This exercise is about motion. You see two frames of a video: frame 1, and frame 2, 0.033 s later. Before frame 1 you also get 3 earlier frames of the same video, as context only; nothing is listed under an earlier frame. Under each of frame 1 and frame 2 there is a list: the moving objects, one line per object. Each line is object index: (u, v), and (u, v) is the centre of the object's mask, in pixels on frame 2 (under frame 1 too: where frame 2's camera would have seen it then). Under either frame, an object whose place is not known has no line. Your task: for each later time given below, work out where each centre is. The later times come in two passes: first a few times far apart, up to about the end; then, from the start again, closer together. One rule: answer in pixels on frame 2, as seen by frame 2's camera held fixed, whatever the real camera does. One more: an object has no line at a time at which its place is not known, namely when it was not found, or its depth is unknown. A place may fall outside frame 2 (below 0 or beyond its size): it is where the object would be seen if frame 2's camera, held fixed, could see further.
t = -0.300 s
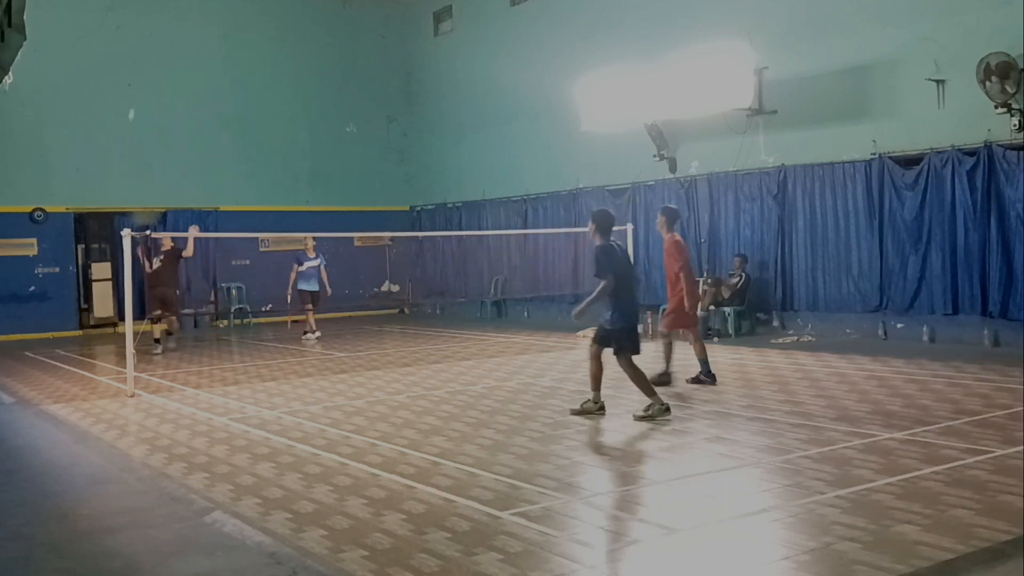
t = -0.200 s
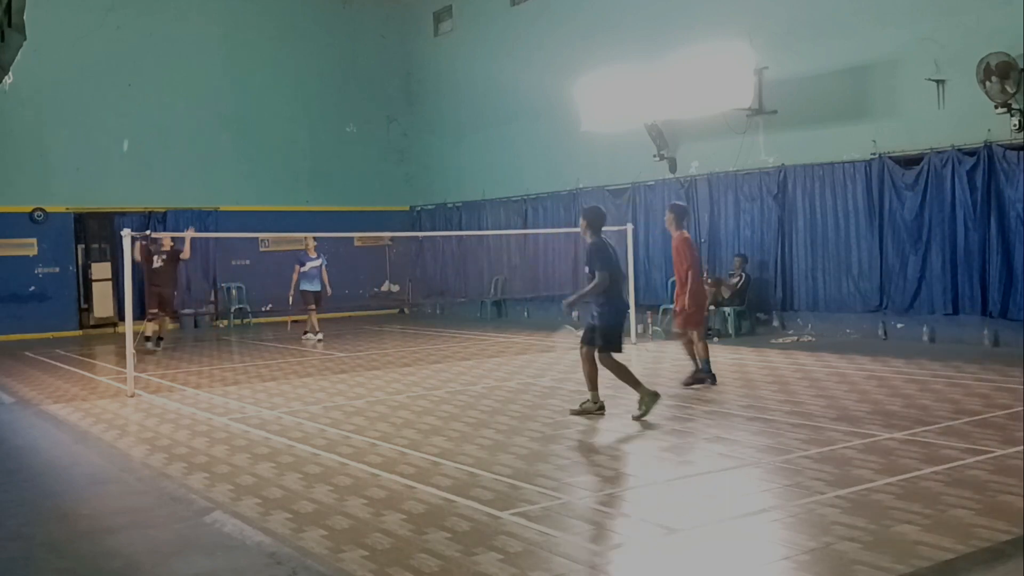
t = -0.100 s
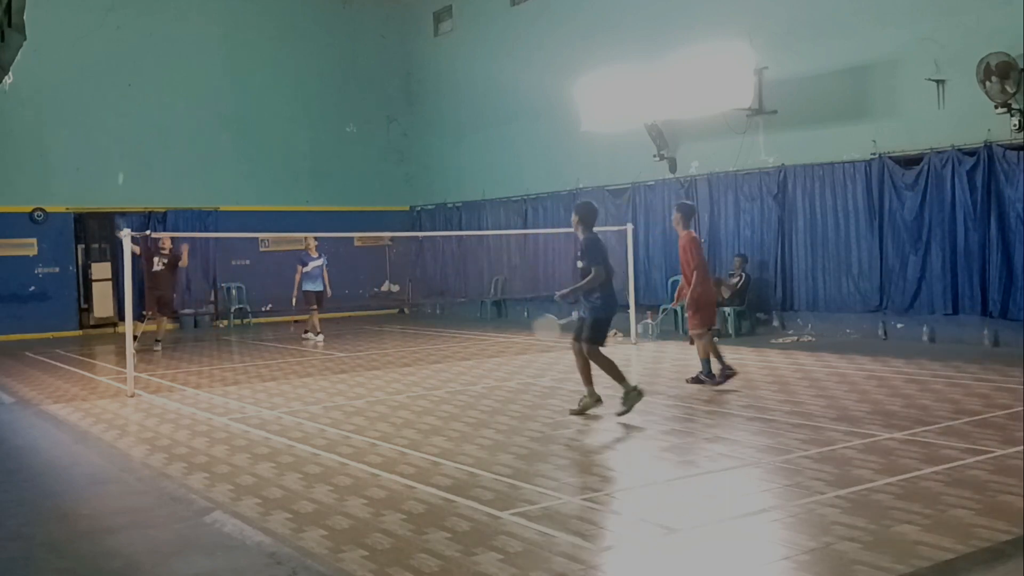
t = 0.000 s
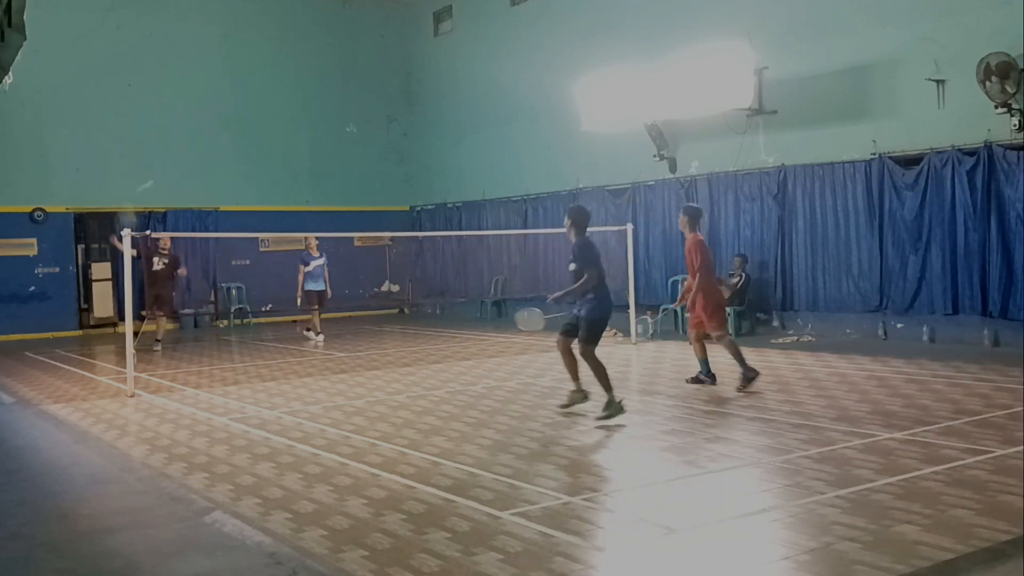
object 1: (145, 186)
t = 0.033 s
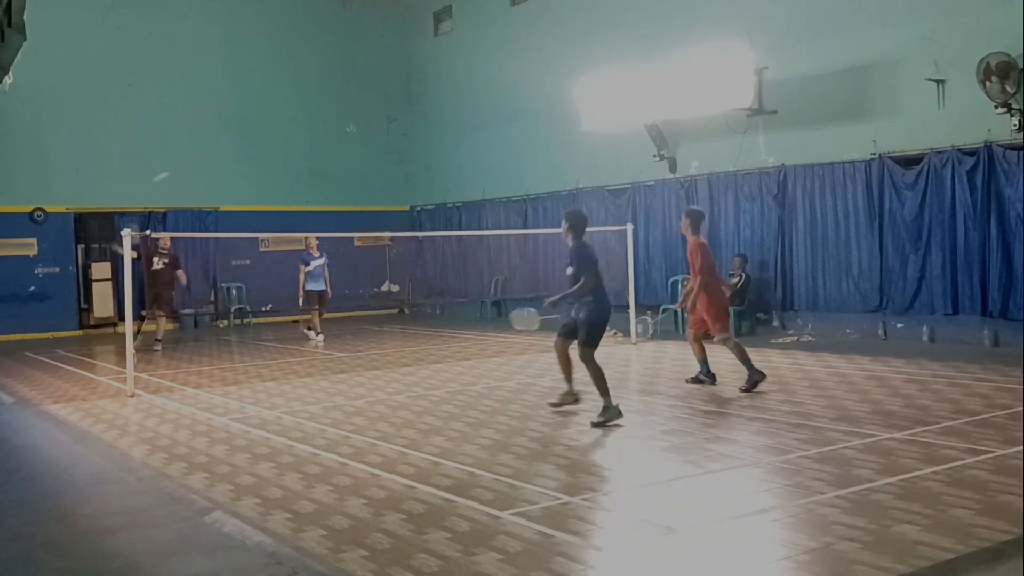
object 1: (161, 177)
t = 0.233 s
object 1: (241, 153)
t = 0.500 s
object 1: (324, 176)
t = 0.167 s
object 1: (217, 157)
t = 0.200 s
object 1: (229, 154)
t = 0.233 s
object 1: (241, 153)
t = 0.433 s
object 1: (305, 165)
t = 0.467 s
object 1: (315, 170)
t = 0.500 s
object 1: (324, 176)
